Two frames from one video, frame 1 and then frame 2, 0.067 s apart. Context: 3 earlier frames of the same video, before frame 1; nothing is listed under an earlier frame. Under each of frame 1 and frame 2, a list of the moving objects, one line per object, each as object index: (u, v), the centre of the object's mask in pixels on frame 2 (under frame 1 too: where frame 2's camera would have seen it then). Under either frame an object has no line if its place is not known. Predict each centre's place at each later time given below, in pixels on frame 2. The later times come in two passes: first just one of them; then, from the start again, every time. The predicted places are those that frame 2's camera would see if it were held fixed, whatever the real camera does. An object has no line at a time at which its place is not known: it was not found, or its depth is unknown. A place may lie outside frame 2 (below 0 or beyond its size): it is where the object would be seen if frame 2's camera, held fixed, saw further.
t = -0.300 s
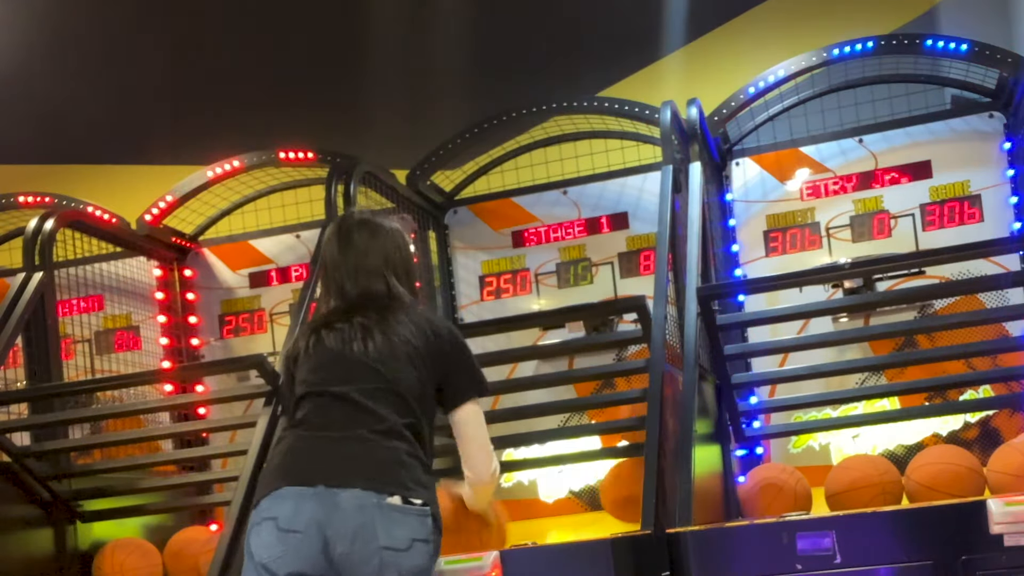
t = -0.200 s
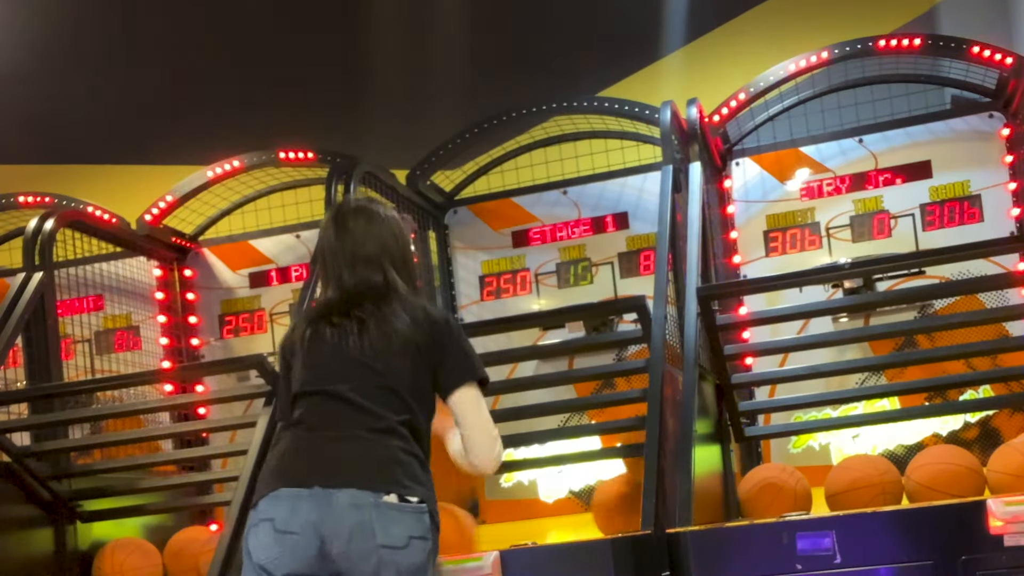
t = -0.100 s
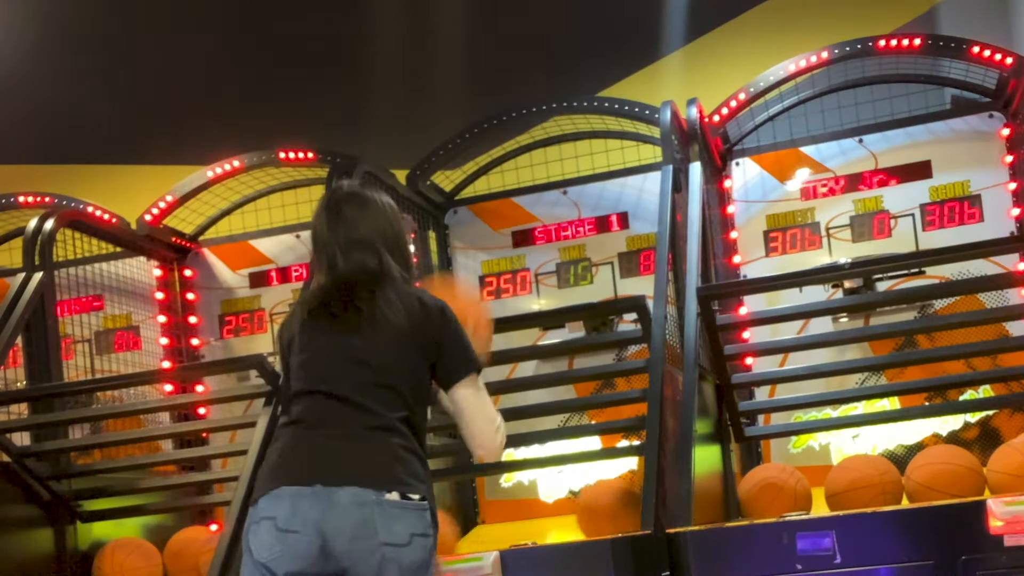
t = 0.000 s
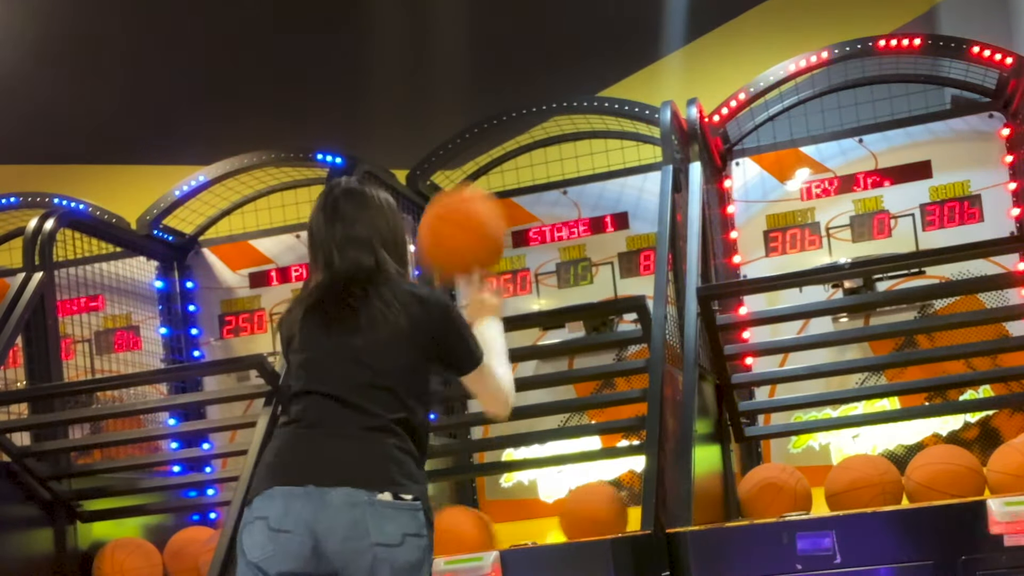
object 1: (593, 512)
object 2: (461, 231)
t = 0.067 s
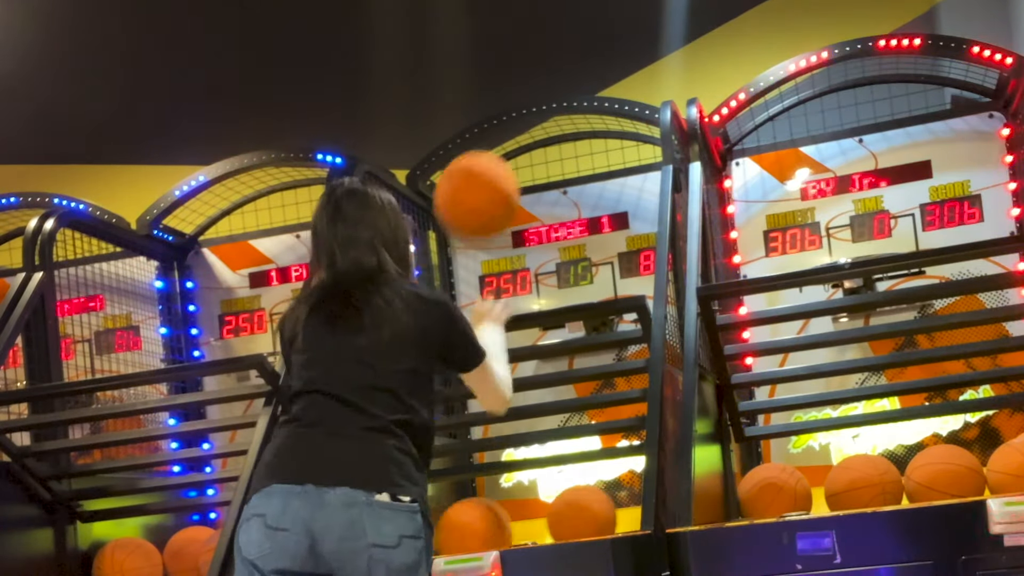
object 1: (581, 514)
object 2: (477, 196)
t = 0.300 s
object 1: (560, 518)
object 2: (529, 196)
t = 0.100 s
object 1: (575, 515)
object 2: (484, 183)
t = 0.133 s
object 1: (569, 517)
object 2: (492, 176)
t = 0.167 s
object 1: (564, 517)
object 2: (499, 174)
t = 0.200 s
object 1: (560, 518)
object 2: (506, 174)
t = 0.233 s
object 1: (560, 517)
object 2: (513, 178)
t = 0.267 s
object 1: (559, 518)
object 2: (521, 186)
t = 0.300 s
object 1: (560, 518)
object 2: (529, 196)
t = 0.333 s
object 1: (559, 518)
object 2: (536, 209)
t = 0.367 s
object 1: (560, 519)
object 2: (544, 224)
